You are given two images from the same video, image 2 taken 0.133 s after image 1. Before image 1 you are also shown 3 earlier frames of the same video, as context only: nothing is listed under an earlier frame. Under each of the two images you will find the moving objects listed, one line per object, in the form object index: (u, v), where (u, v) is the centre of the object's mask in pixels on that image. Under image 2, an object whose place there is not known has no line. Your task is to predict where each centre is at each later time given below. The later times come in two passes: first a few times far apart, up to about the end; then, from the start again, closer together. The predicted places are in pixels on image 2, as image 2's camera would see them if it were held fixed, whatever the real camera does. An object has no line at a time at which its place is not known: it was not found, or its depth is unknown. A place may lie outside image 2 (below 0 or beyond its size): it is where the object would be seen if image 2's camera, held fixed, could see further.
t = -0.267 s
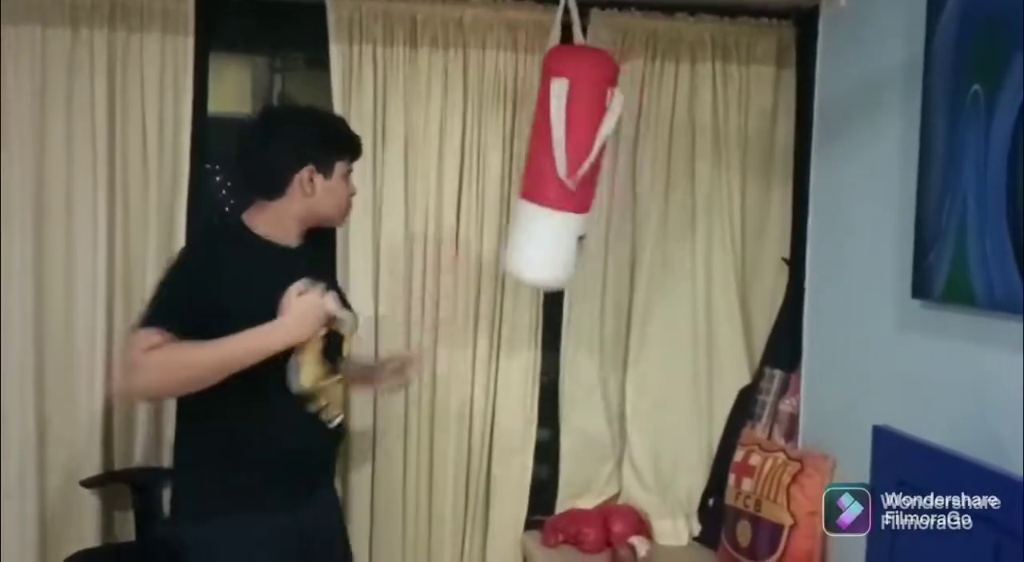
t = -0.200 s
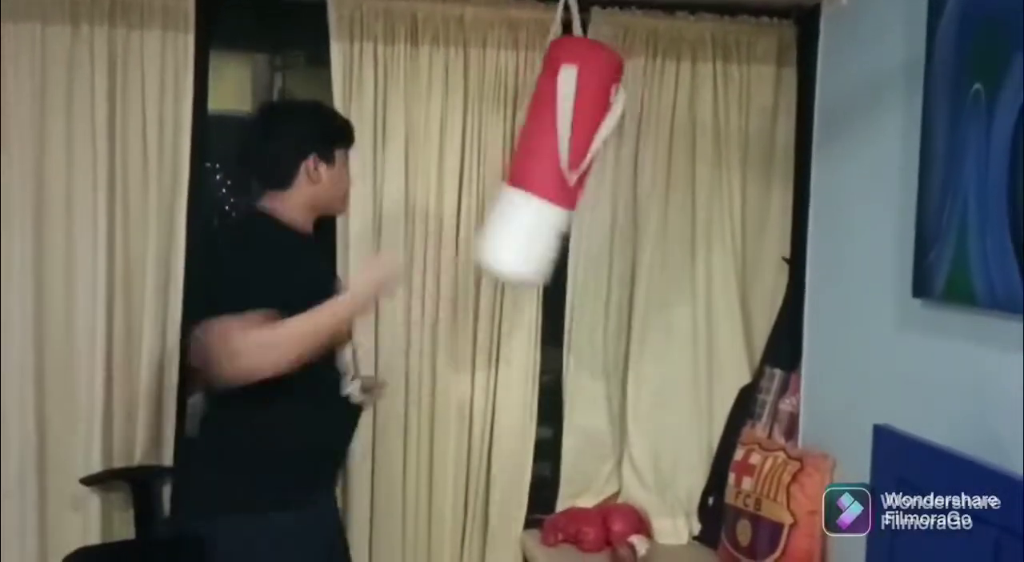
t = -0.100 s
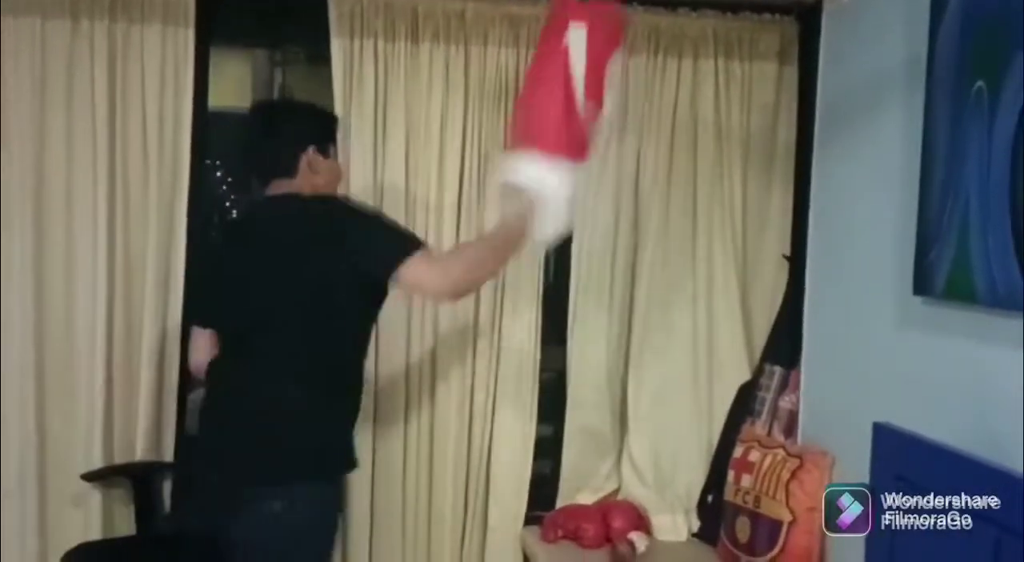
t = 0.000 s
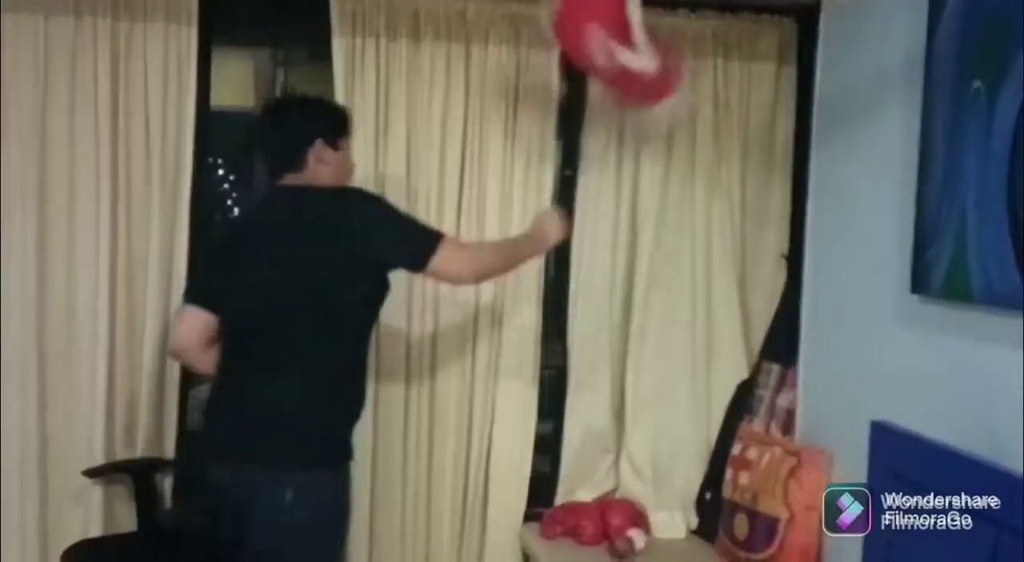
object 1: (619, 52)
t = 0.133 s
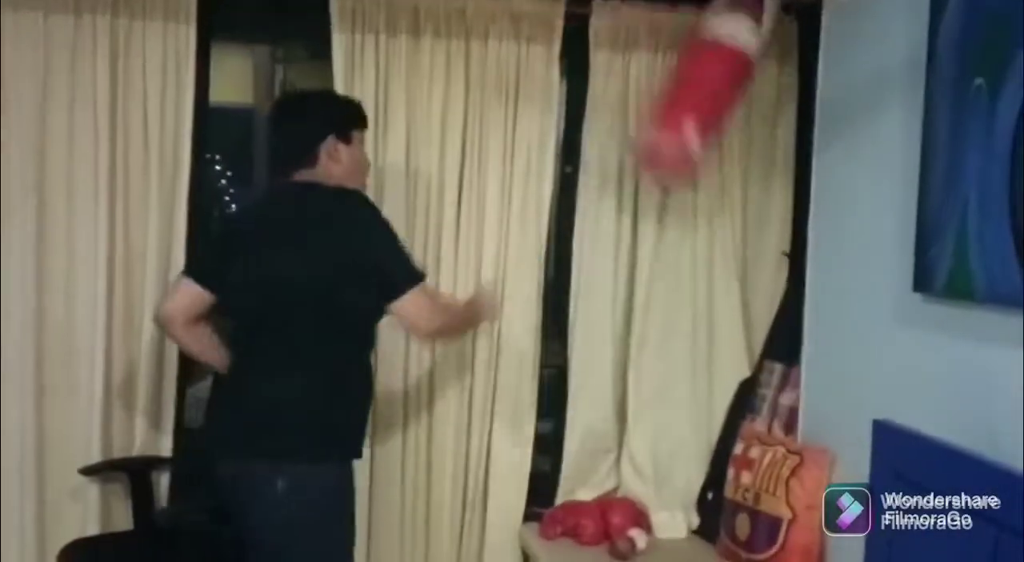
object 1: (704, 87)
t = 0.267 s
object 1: (731, 211)
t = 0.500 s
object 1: (704, 456)
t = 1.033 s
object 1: (703, 449)
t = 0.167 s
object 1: (716, 105)
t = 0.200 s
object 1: (723, 136)
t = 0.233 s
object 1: (729, 168)
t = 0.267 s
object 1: (731, 211)
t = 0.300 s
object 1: (730, 240)
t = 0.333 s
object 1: (730, 270)
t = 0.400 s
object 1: (724, 353)
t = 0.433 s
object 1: (719, 387)
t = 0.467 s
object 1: (711, 431)
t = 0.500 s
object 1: (704, 456)
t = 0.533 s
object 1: (702, 454)
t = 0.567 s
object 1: (704, 440)
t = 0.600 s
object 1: (705, 429)
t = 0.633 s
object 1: (706, 421)
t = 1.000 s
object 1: (704, 446)
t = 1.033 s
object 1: (703, 449)
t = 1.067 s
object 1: (709, 443)
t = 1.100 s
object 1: (707, 445)
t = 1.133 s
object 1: (703, 450)
